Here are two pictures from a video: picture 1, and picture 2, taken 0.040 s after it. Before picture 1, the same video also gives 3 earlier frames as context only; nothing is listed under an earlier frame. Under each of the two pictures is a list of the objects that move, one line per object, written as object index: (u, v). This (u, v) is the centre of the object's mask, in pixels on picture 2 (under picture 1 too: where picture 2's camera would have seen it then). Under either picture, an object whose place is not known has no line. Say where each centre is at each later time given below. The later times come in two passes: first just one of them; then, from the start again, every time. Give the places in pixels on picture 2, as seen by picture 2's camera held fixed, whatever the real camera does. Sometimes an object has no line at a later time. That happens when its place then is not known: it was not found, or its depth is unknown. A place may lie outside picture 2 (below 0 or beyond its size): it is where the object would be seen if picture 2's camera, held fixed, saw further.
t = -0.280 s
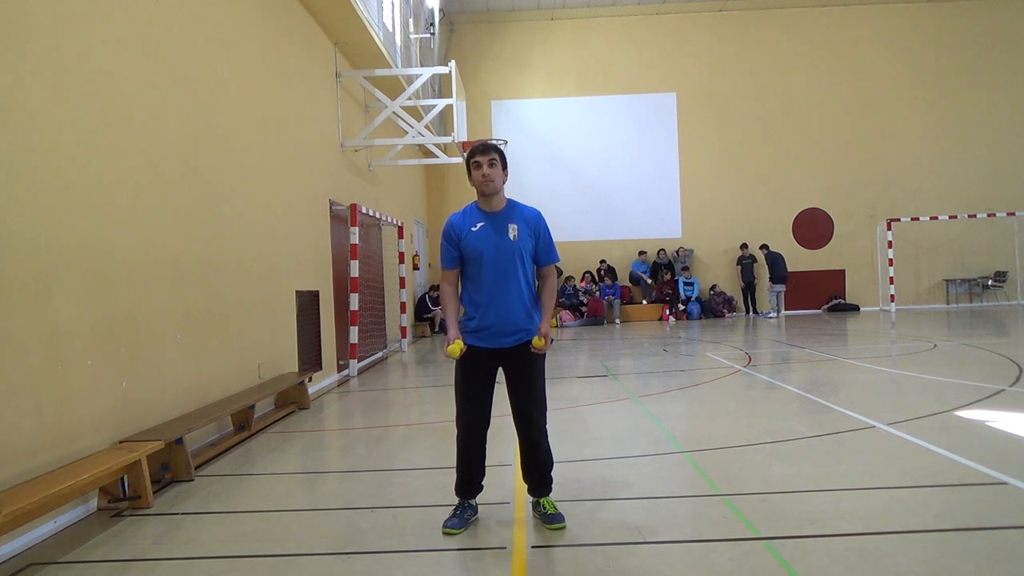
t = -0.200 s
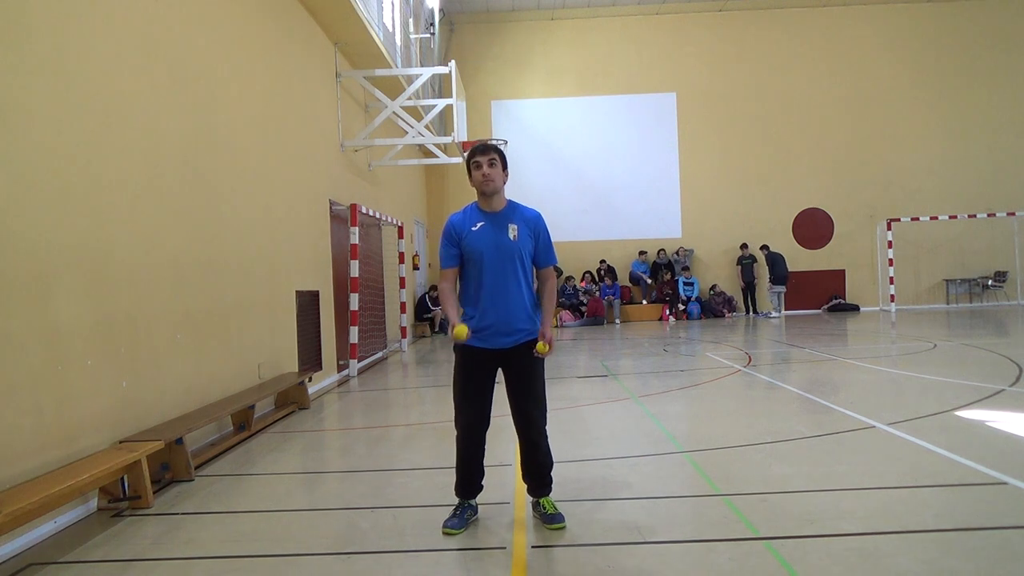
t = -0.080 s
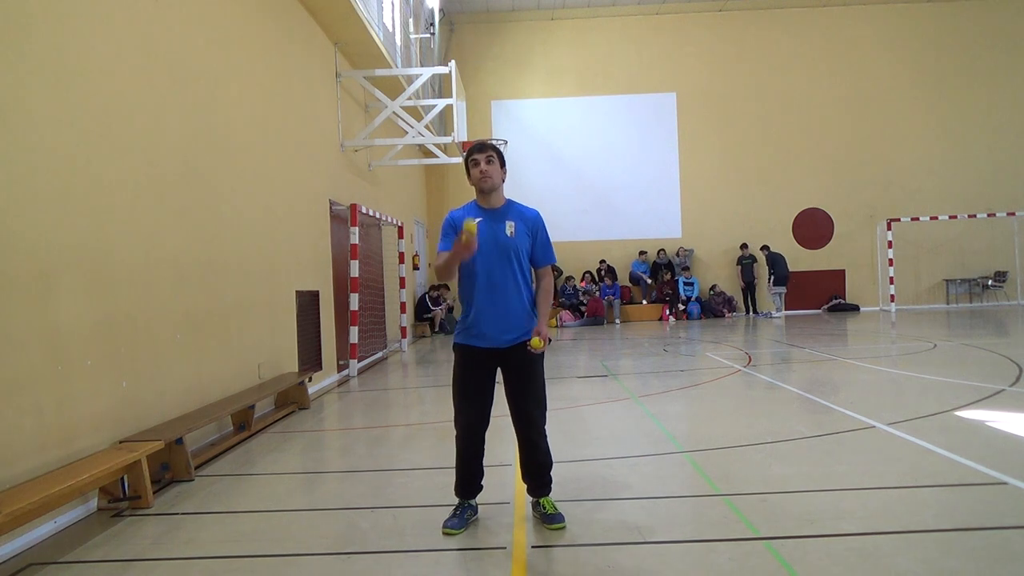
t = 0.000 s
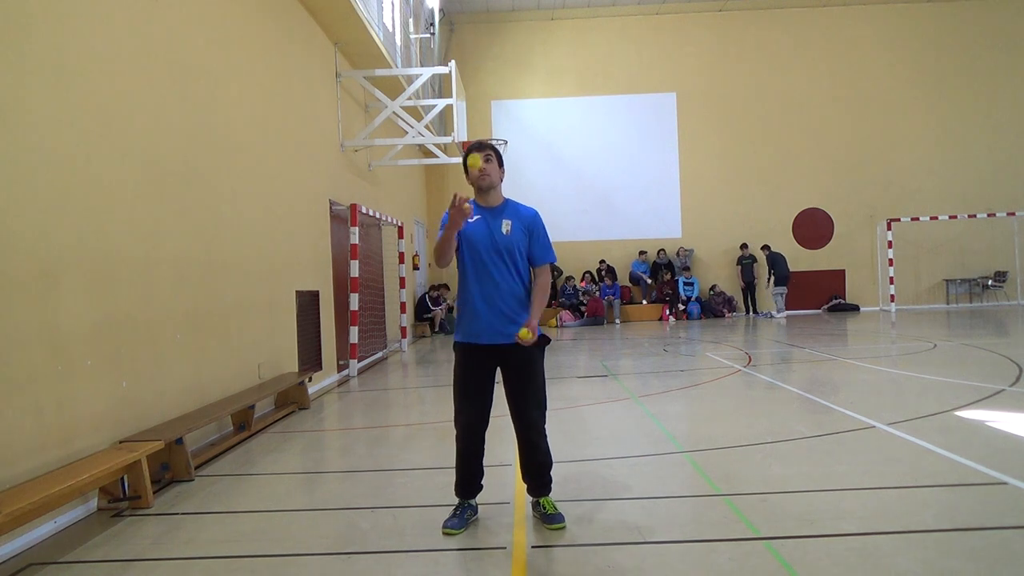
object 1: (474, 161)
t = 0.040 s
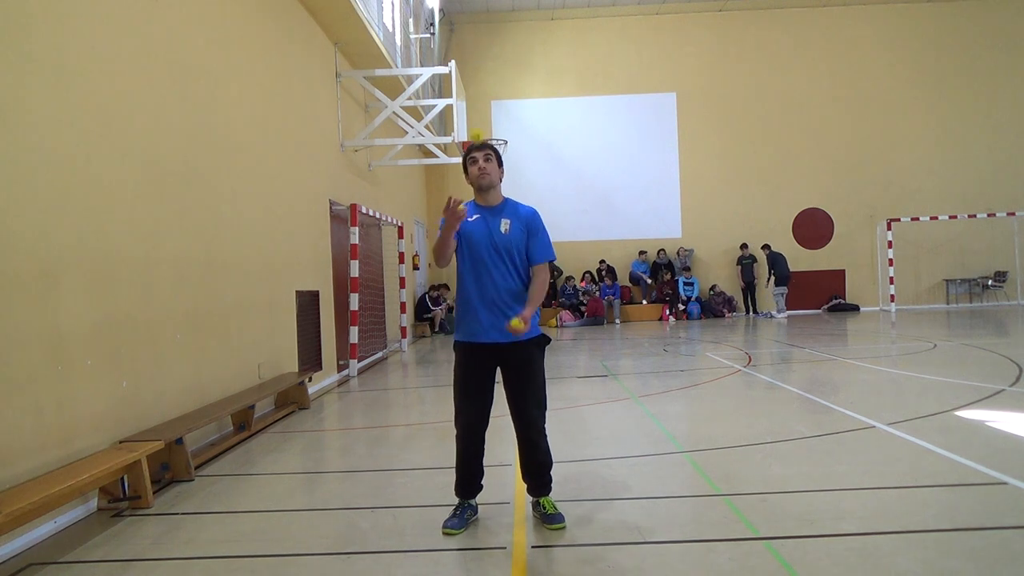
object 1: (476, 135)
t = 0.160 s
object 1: (484, 79)
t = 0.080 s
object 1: (479, 112)
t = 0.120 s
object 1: (481, 94)
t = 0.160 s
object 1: (484, 79)
